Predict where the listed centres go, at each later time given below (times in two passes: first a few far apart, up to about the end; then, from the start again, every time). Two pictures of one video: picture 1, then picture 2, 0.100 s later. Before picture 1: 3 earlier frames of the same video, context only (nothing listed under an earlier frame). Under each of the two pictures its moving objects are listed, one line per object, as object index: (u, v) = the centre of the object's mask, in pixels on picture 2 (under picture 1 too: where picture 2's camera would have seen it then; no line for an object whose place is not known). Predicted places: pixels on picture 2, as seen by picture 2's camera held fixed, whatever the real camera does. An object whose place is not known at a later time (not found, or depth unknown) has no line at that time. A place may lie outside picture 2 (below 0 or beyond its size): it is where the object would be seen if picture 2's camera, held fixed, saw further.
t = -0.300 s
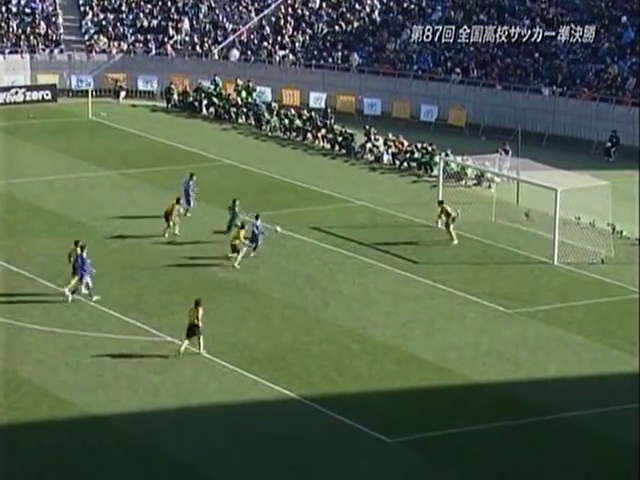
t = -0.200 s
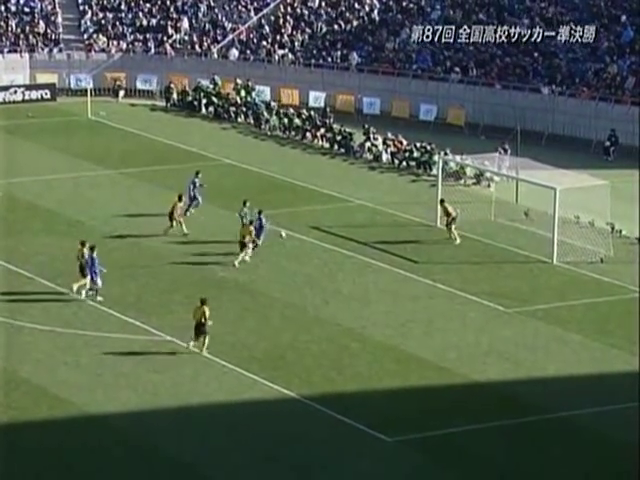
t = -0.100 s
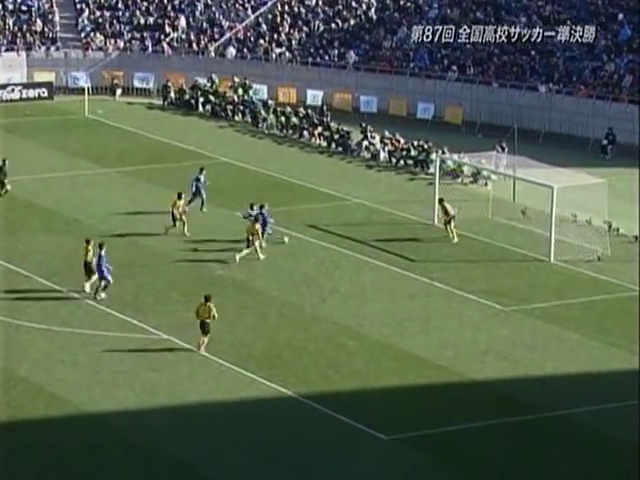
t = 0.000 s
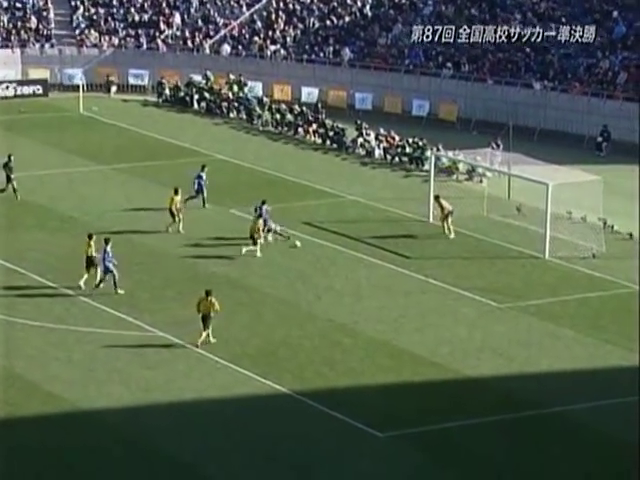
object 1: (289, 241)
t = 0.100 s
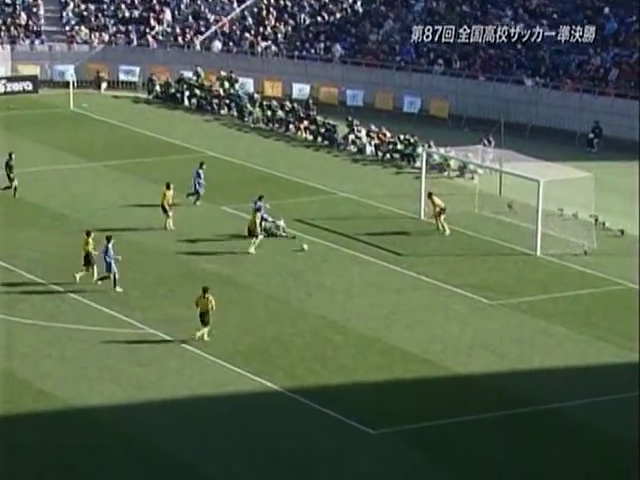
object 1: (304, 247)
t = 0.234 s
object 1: (324, 256)
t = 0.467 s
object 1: (353, 268)
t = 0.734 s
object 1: (382, 282)
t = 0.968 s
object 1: (404, 293)
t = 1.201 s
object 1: (424, 304)
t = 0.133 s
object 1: (309, 250)
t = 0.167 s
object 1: (314, 253)
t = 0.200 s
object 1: (319, 254)
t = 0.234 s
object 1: (324, 256)
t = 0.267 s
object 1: (328, 258)
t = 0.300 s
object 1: (333, 259)
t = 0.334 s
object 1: (337, 262)
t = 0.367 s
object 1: (341, 264)
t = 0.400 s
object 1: (345, 265)
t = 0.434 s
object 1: (349, 267)
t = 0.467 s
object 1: (353, 268)
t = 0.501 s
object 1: (357, 270)
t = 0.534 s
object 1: (361, 272)
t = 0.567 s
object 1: (365, 274)
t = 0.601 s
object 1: (368, 275)
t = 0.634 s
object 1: (371, 277)
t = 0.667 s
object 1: (375, 279)
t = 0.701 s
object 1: (378, 280)
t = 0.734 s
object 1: (382, 282)
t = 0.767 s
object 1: (385, 284)
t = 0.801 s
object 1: (388, 285)
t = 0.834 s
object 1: (391, 287)
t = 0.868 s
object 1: (395, 288)
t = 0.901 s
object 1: (398, 290)
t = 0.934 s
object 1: (401, 292)
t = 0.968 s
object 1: (404, 293)
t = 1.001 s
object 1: (407, 295)
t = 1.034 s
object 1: (410, 296)
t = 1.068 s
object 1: (413, 298)
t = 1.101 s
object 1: (415, 299)
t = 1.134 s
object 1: (418, 301)
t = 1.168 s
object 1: (421, 302)
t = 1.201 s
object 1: (424, 304)
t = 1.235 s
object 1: (427, 306)
